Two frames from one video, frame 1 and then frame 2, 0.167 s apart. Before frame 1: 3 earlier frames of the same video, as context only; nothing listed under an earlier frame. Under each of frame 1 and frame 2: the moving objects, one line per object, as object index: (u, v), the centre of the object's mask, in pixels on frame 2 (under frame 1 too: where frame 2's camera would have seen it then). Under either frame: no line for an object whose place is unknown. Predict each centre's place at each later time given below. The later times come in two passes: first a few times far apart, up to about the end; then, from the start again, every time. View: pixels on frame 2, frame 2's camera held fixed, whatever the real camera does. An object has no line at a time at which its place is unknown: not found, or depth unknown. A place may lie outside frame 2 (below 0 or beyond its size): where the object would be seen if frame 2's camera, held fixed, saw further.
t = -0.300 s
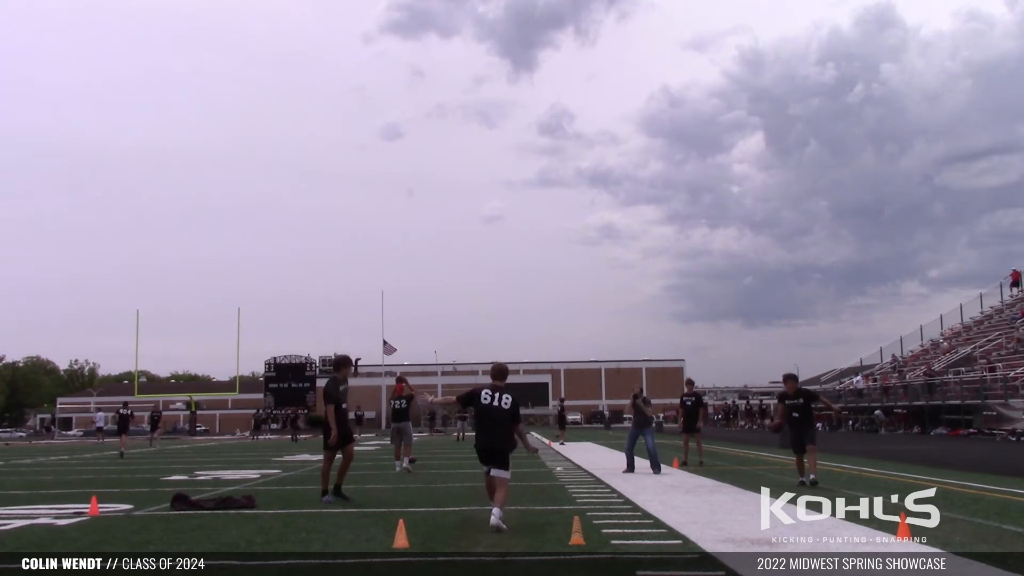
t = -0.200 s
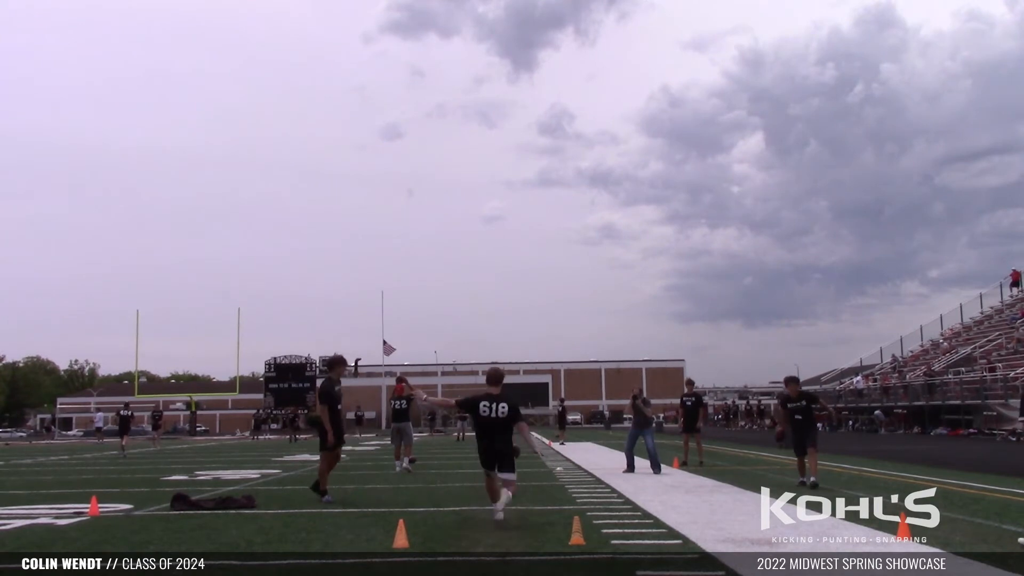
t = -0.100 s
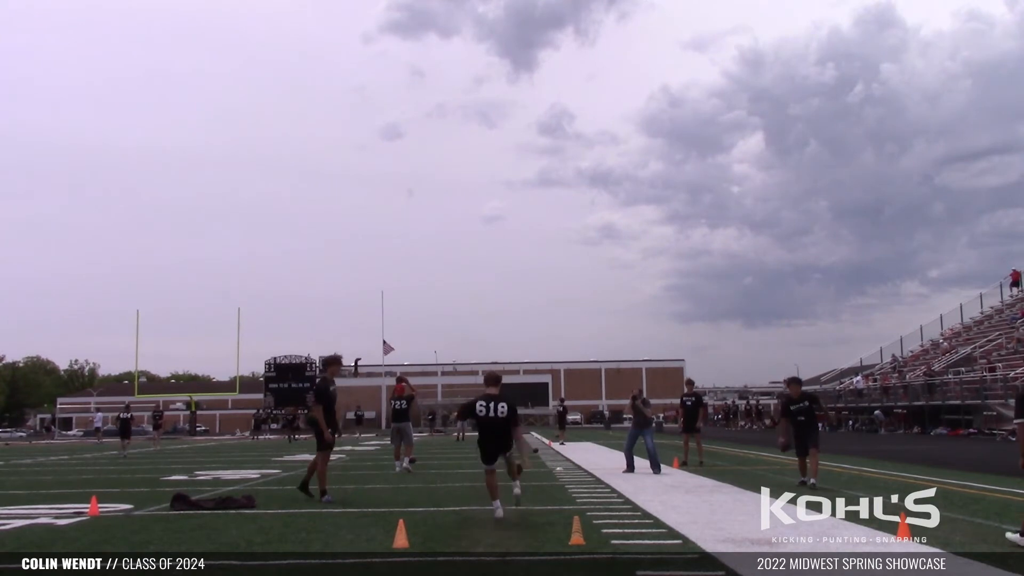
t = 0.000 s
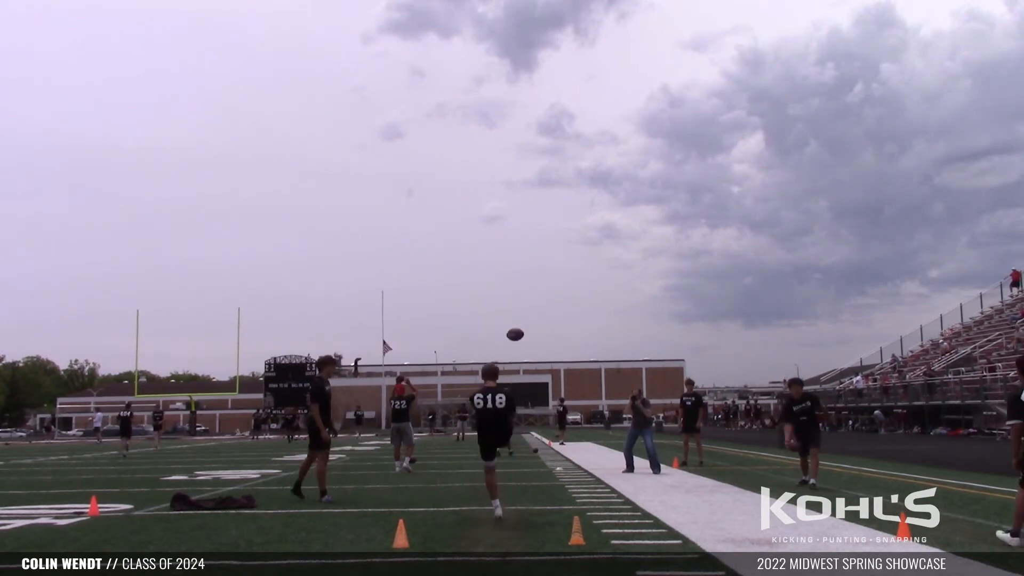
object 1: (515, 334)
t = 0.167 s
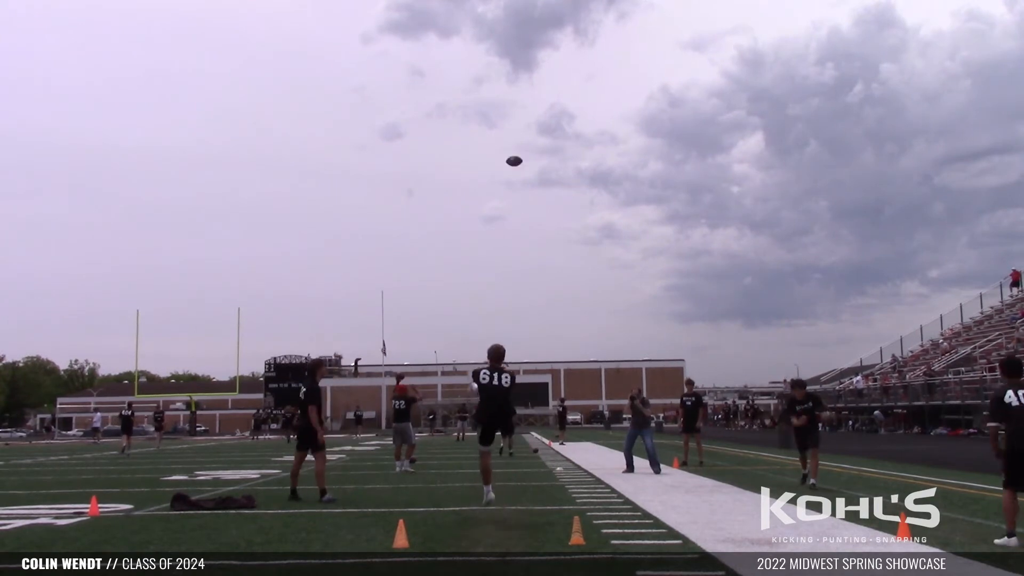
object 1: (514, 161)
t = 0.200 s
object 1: (513, 138)
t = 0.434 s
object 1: (503, 39)
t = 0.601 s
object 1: (492, 5)
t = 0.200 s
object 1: (513, 138)
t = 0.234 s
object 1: (513, 118)
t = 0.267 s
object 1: (512, 100)
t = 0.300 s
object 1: (510, 85)
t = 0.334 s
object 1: (509, 71)
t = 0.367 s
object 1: (507, 59)
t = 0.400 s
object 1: (505, 48)
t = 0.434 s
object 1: (503, 39)
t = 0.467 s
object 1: (501, 30)
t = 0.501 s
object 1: (499, 23)
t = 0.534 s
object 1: (497, 17)
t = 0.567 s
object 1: (495, 11)
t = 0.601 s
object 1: (492, 5)
